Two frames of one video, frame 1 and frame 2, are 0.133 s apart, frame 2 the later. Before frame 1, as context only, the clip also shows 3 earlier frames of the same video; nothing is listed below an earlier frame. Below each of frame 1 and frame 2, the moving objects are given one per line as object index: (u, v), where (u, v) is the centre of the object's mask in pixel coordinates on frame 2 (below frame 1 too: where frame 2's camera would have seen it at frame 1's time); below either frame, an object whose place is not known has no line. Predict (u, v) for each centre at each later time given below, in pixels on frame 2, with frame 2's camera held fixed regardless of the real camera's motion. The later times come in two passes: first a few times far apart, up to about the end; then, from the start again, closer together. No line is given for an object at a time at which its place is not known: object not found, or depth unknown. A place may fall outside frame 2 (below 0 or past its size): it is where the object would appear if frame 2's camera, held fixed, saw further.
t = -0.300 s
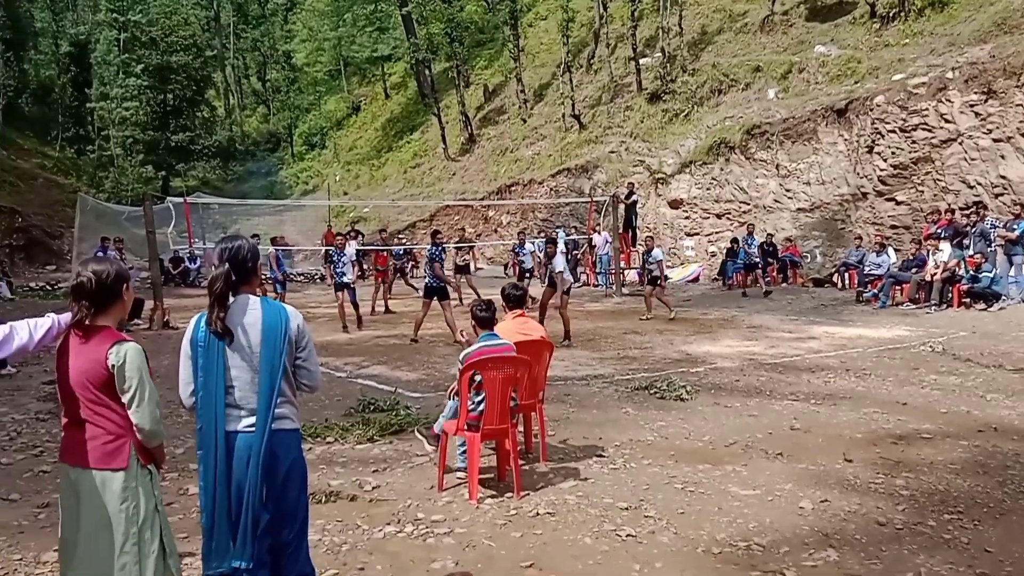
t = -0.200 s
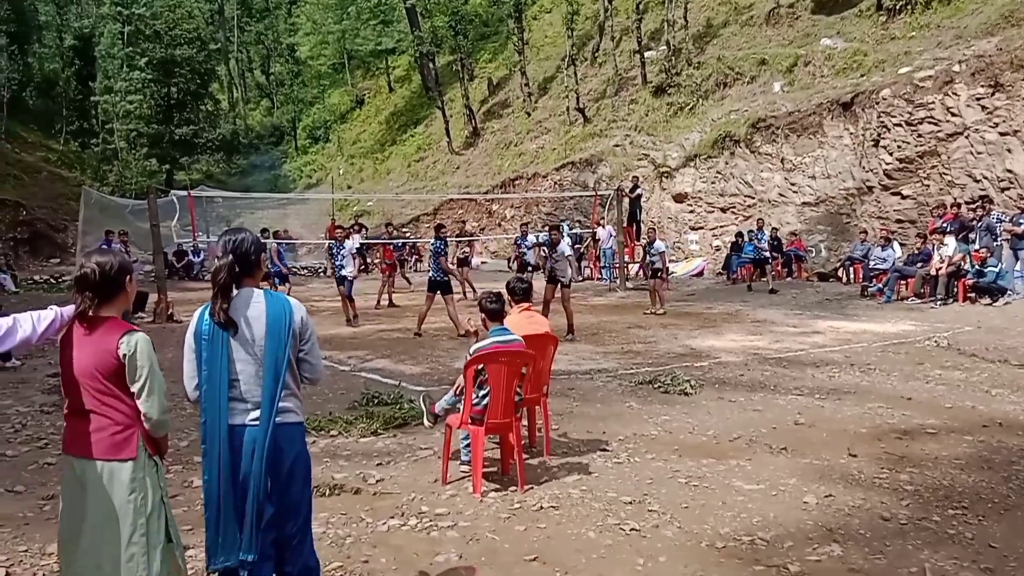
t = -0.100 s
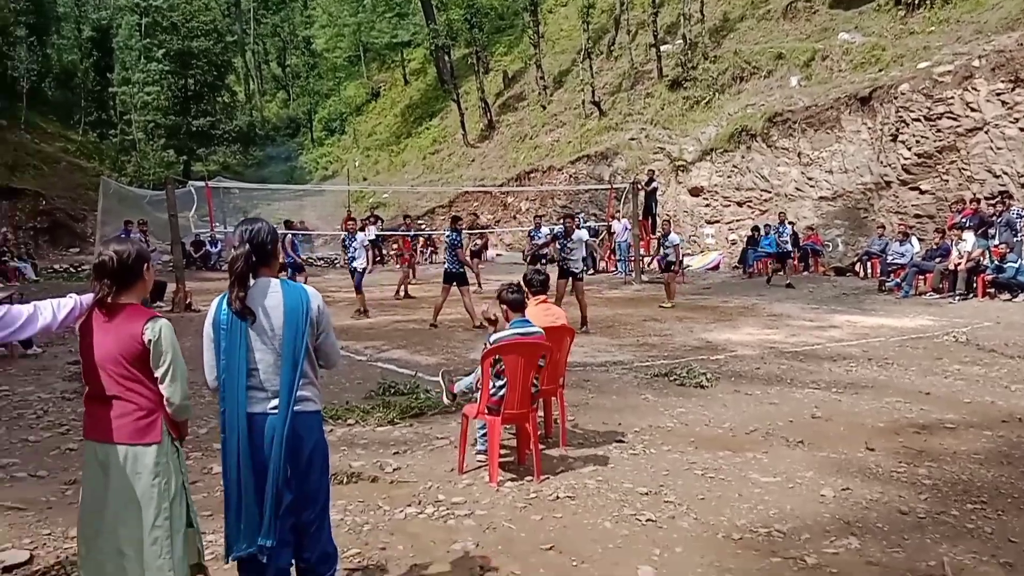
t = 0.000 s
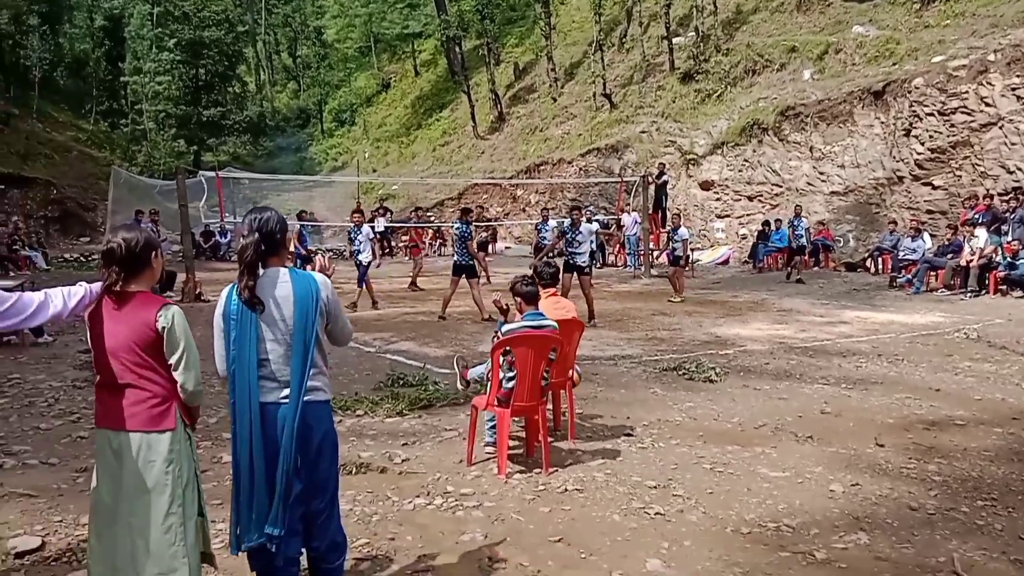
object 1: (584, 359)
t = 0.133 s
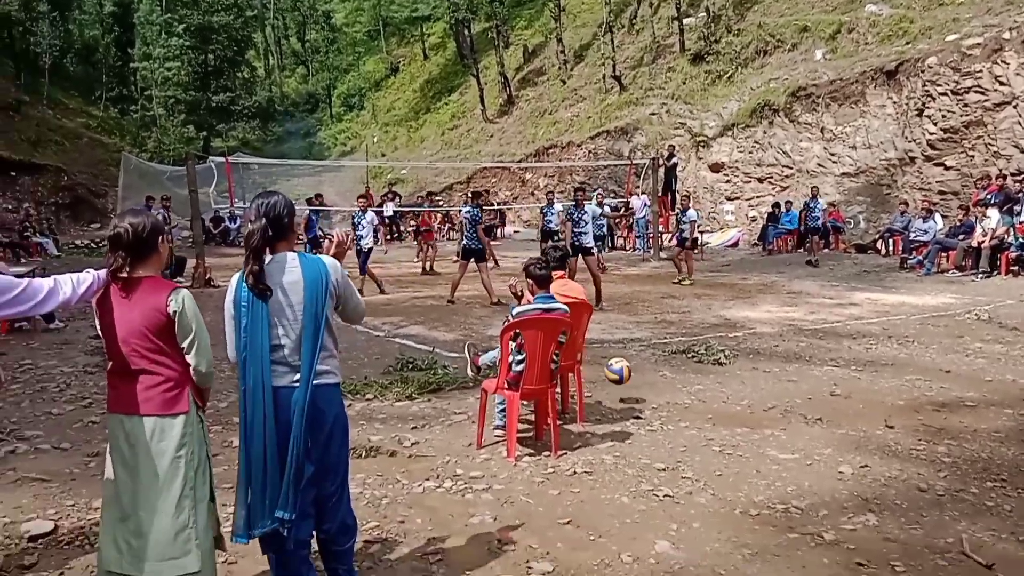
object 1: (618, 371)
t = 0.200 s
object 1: (638, 386)
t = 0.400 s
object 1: (682, 379)
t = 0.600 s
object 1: (726, 401)
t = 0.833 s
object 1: (777, 408)
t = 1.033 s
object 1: (819, 401)
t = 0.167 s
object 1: (628, 378)
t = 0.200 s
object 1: (638, 386)
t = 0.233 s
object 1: (647, 392)
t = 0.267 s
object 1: (654, 386)
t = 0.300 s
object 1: (661, 382)
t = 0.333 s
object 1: (668, 380)
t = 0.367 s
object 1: (675, 378)
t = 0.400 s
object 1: (682, 379)
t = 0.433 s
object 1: (690, 381)
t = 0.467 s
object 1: (697, 384)
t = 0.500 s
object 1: (705, 389)
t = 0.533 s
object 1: (712, 396)
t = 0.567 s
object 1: (719, 403)
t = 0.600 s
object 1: (726, 401)
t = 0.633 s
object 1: (733, 396)
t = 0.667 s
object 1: (740, 395)
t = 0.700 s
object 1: (748, 394)
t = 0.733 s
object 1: (755, 395)
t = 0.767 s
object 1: (762, 398)
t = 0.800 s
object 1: (770, 402)
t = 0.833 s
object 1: (777, 408)
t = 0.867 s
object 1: (784, 406)
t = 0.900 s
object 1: (792, 402)
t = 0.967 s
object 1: (804, 398)
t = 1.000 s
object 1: (811, 399)
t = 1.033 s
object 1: (819, 401)
